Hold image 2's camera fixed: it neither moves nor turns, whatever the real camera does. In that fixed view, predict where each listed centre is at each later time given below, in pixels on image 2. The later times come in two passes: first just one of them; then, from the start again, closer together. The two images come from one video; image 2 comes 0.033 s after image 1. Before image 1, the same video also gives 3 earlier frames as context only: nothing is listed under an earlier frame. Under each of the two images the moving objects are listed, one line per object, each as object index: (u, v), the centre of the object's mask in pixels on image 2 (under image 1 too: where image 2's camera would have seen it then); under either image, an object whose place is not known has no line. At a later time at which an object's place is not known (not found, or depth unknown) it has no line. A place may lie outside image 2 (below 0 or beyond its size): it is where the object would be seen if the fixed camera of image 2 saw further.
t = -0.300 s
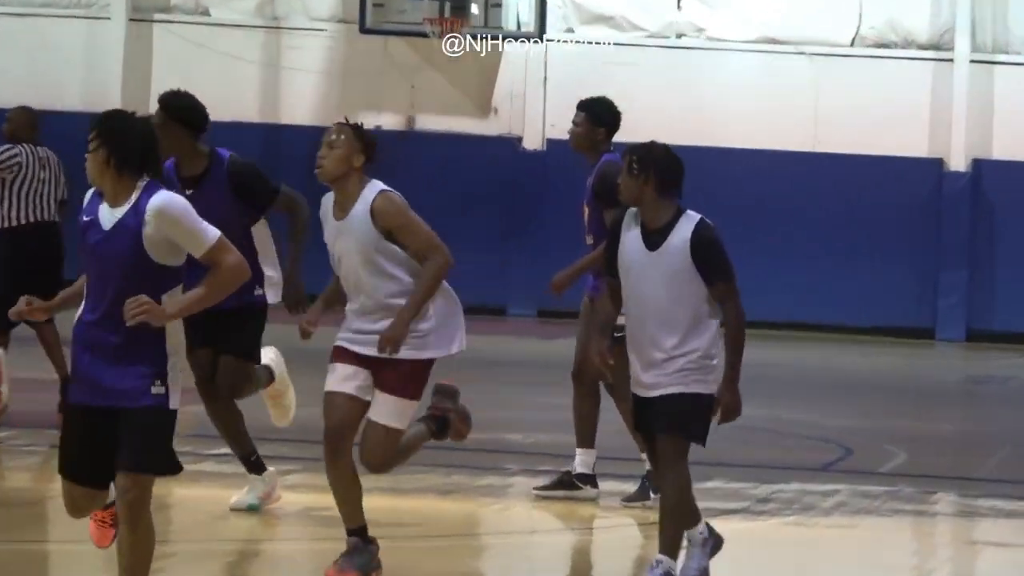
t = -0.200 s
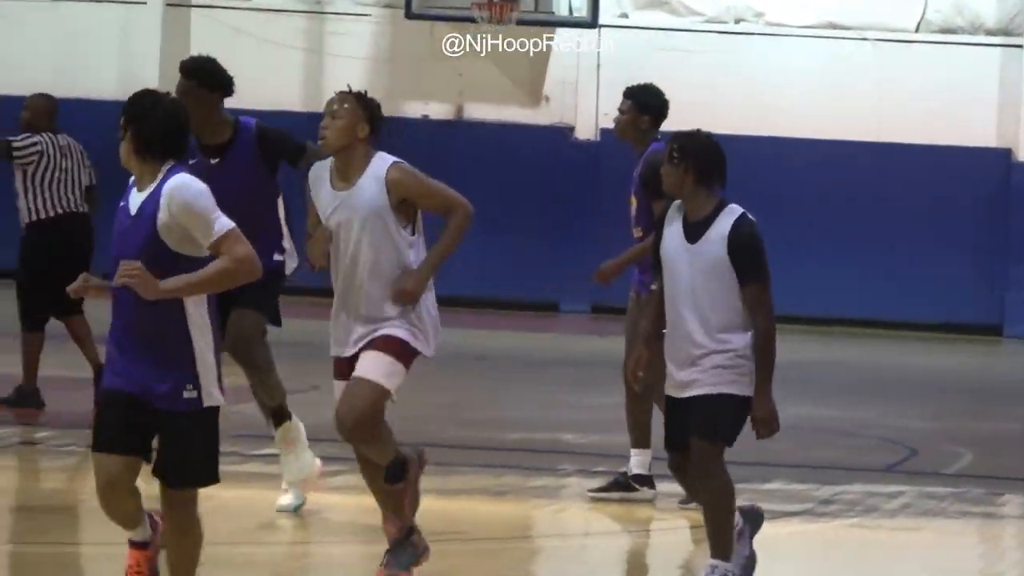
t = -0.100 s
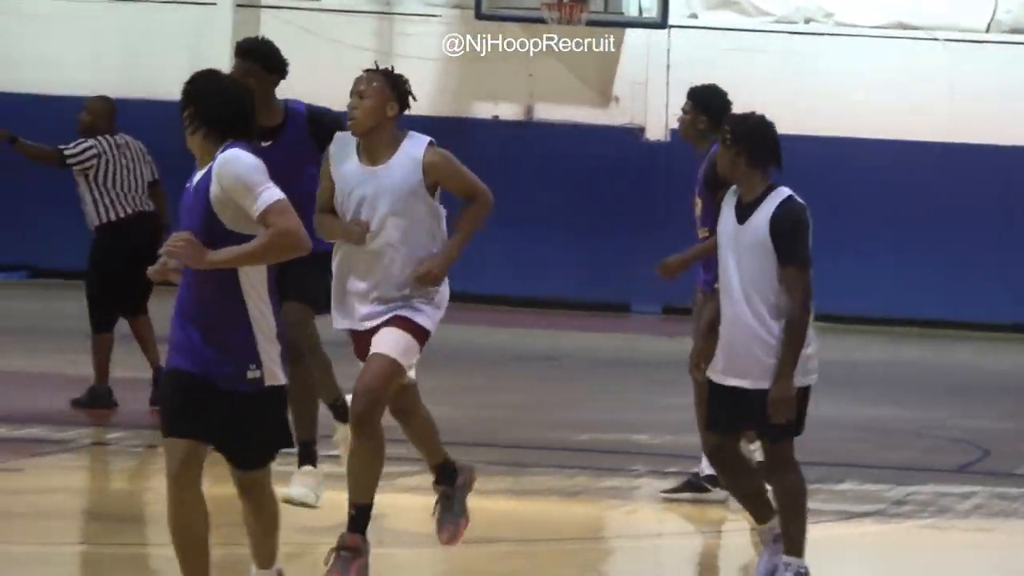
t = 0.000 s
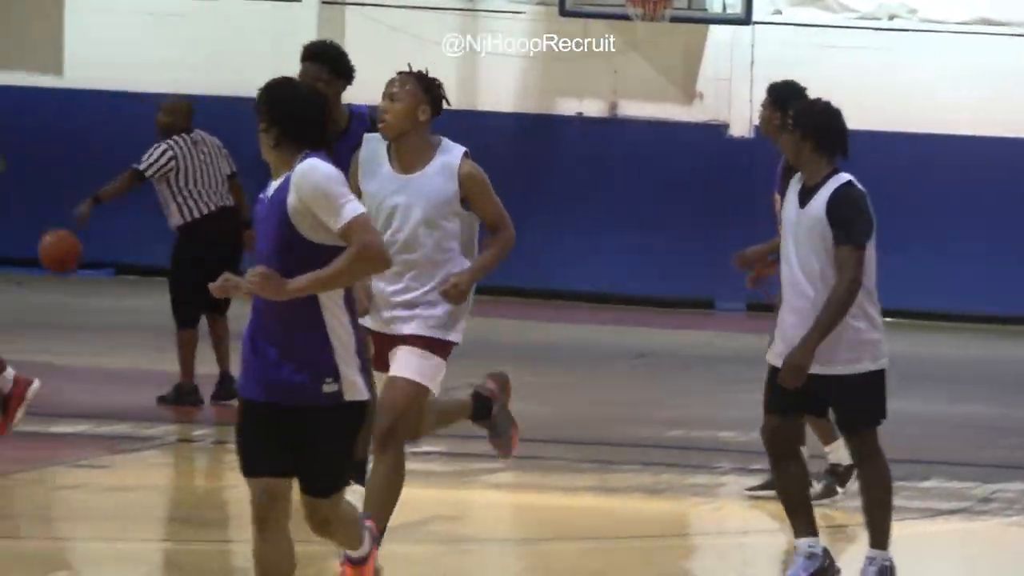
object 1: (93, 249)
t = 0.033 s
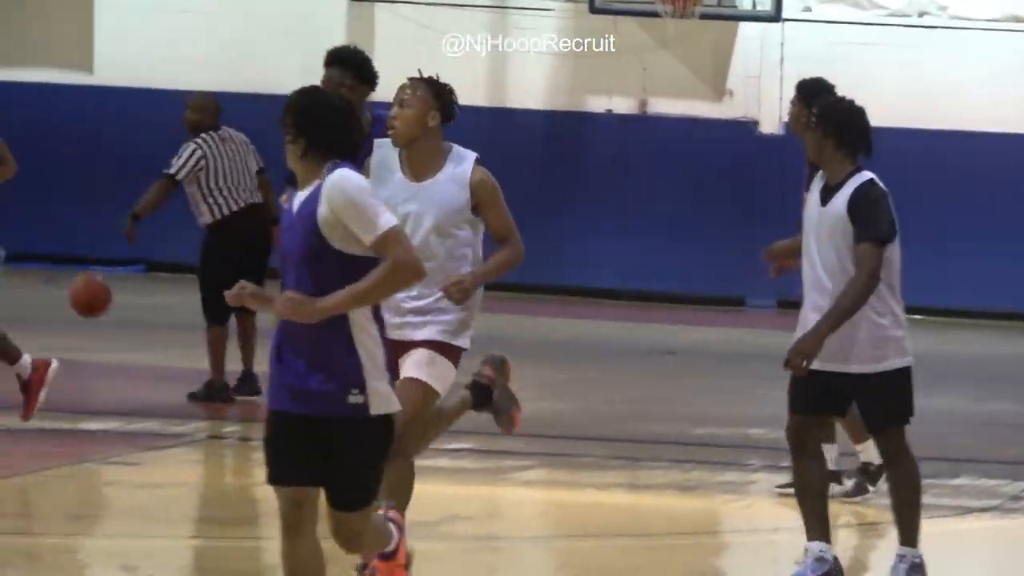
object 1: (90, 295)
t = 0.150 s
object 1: (87, 334)
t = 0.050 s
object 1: (88, 319)
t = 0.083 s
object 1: (86, 369)
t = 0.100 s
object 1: (86, 385)
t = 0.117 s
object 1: (85, 368)
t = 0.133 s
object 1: (87, 351)
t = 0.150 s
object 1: (87, 334)
